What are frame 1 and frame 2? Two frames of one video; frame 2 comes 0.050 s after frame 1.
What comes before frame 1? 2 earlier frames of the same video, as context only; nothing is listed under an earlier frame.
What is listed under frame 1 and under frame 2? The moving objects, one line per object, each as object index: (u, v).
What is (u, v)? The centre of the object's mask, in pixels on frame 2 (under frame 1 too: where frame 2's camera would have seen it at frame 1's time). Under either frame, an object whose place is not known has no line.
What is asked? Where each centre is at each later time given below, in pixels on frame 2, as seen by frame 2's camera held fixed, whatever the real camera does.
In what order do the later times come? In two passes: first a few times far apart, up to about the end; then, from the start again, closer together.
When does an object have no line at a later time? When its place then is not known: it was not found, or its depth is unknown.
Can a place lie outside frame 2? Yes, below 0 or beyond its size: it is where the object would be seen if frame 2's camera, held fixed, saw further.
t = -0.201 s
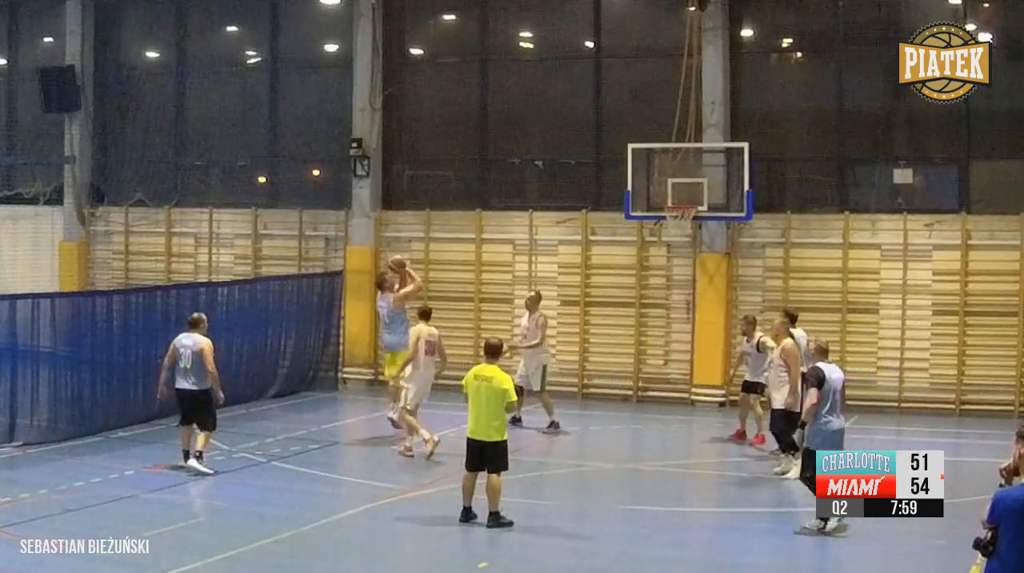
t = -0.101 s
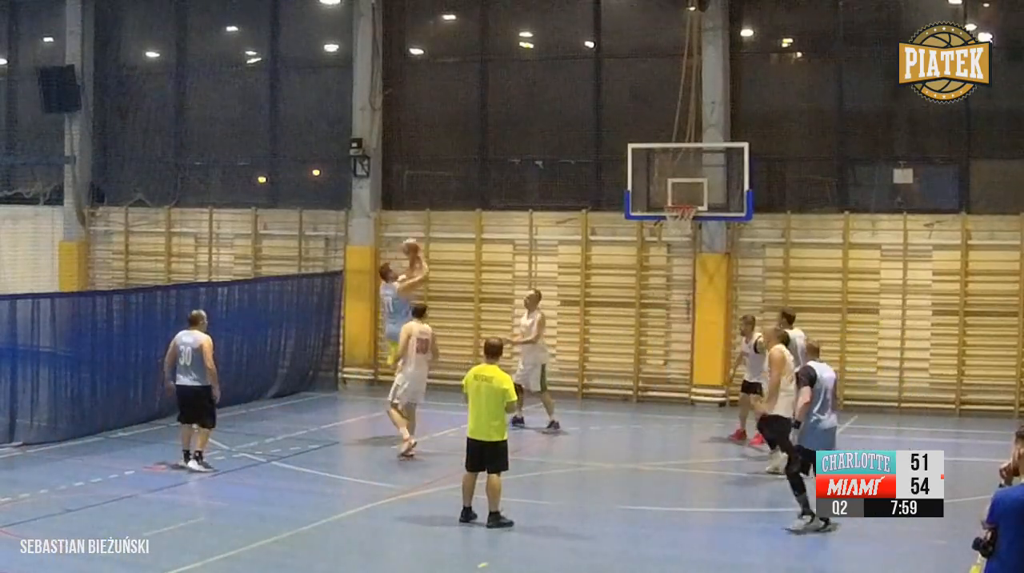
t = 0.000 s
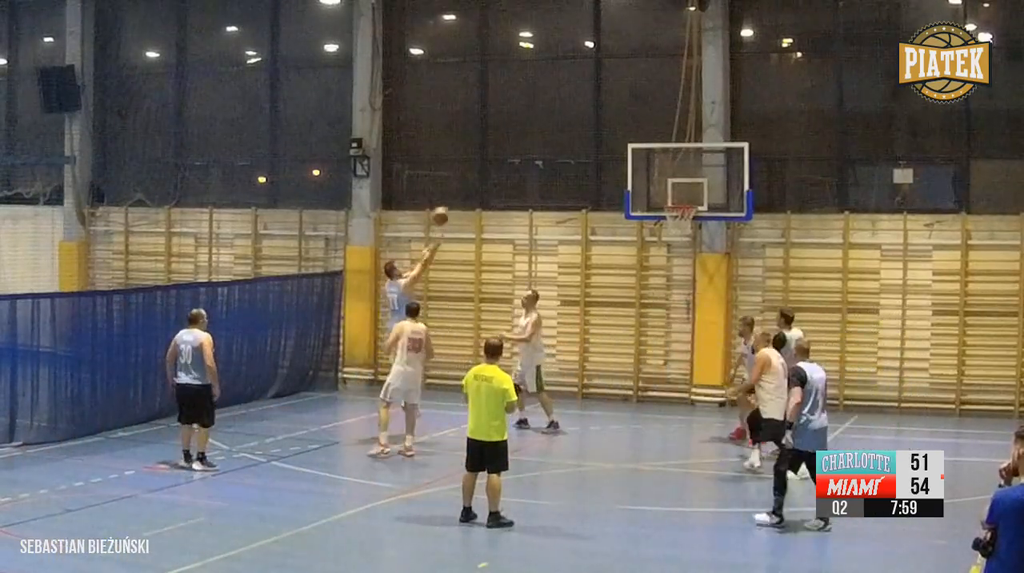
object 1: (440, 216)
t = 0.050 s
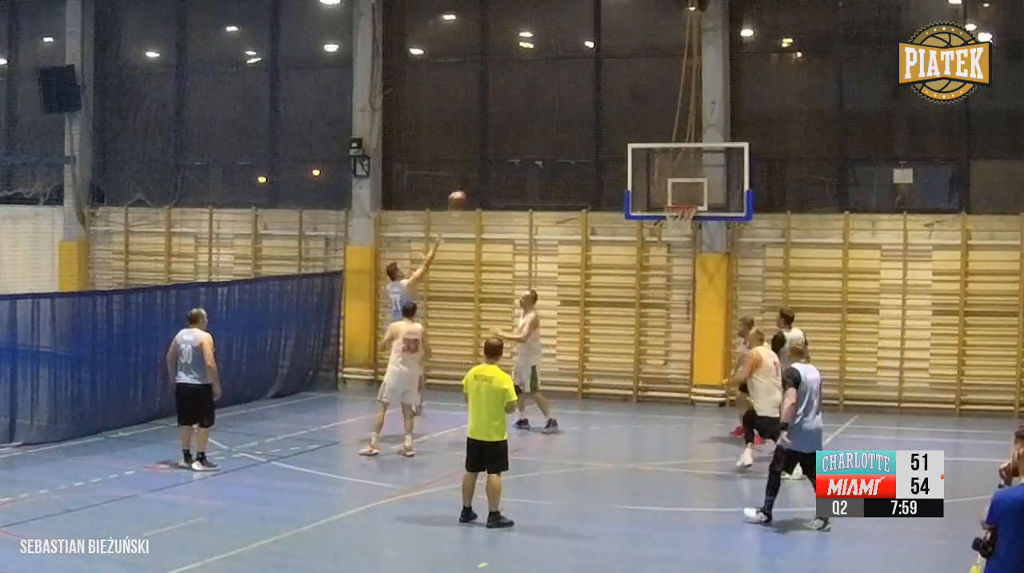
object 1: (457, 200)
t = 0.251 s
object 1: (522, 159)
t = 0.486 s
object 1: (592, 150)
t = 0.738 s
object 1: (661, 182)
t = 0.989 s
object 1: (679, 229)
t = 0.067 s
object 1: (463, 196)
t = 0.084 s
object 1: (469, 192)
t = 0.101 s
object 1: (474, 188)
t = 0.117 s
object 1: (480, 184)
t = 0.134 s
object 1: (485, 180)
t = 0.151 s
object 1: (490, 177)
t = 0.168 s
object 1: (496, 172)
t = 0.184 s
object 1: (502, 169)
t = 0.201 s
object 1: (506, 166)
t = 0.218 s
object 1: (512, 164)
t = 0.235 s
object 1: (517, 161)
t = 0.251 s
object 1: (522, 159)
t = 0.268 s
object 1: (527, 157)
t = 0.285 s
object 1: (533, 156)
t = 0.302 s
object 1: (538, 155)
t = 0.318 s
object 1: (542, 153)
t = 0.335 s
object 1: (548, 152)
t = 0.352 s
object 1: (552, 151)
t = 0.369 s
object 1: (558, 150)
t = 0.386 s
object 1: (564, 150)
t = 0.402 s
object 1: (568, 149)
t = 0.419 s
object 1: (572, 150)
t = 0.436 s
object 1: (578, 148)
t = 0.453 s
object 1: (583, 149)
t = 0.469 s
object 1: (587, 149)
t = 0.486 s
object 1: (592, 150)
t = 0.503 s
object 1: (596, 150)
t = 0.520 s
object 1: (601, 151)
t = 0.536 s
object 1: (606, 153)
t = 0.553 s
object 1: (611, 155)
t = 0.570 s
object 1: (615, 156)
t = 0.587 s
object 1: (620, 158)
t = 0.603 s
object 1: (624, 160)
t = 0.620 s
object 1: (628, 162)
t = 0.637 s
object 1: (632, 162)
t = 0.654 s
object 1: (641, 165)
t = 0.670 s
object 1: (645, 169)
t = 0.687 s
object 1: (648, 172)
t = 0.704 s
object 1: (652, 174)
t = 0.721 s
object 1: (657, 177)
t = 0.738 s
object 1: (661, 182)
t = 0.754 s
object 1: (666, 184)
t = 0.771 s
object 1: (669, 187)
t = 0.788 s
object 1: (676, 195)
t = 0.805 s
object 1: (681, 198)
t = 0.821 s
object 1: (683, 200)
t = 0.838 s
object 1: (685, 205)
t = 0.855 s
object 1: (685, 204)
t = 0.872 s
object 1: (684, 207)
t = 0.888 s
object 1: (682, 209)
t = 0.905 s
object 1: (679, 211)
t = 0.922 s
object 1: (679, 213)
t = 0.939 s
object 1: (680, 217)
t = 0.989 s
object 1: (679, 229)
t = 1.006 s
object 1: (677, 231)
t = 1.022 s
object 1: (677, 235)
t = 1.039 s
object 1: (677, 238)
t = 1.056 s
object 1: (677, 241)
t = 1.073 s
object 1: (678, 244)
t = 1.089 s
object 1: (679, 248)
